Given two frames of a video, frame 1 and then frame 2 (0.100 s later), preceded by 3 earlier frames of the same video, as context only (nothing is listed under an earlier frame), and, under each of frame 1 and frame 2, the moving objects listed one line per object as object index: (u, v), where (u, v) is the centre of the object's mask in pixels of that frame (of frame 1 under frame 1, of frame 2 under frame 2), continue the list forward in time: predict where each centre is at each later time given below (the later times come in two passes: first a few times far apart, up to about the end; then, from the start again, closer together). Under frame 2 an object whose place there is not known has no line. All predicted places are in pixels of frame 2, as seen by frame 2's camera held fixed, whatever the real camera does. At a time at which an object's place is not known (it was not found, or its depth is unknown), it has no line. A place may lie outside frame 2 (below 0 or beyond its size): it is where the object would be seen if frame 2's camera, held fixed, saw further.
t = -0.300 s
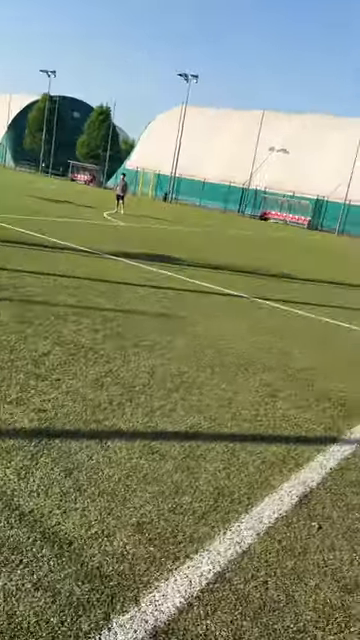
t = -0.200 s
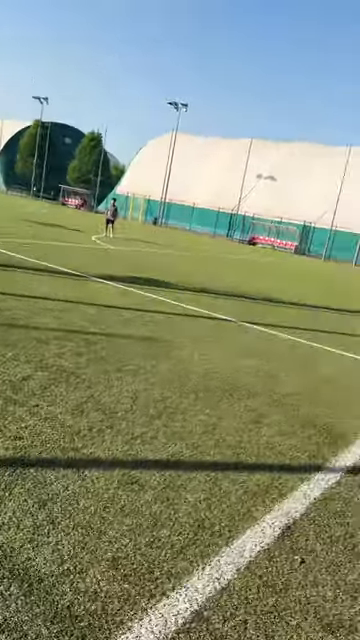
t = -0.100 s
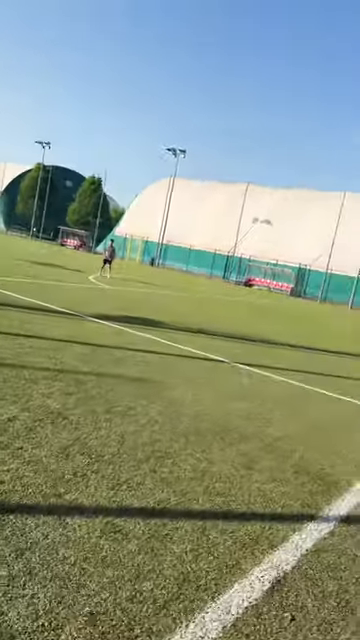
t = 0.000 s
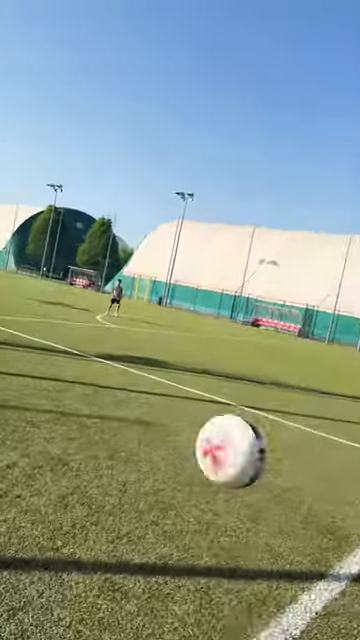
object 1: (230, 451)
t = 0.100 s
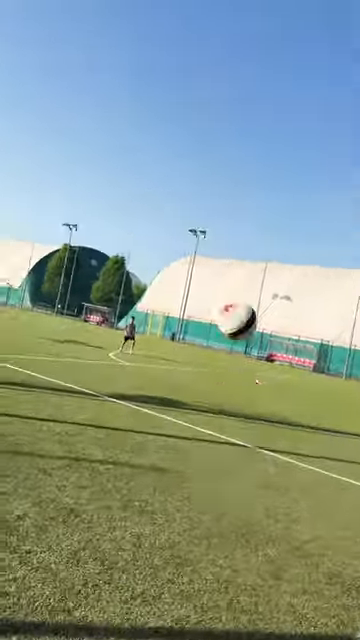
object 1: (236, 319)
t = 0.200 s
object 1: (229, 267)
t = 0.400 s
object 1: (215, 239)
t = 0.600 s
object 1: (201, 245)
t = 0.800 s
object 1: (189, 264)
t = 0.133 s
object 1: (236, 298)
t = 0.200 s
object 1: (229, 267)
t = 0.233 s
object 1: (225, 257)
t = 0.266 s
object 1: (223, 250)
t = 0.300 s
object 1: (221, 246)
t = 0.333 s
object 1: (218, 242)
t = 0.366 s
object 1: (217, 240)
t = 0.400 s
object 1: (215, 239)
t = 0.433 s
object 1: (212, 239)
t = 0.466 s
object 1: (211, 240)
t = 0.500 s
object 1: (207, 240)
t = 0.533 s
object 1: (206, 241)
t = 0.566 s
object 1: (203, 243)
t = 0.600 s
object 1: (201, 245)
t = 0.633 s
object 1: (199, 249)
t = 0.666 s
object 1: (196, 251)
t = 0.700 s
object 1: (195, 254)
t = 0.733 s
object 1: (193, 256)
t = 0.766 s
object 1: (191, 261)
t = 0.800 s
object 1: (189, 264)
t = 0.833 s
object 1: (187, 268)
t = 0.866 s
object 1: (184, 272)
